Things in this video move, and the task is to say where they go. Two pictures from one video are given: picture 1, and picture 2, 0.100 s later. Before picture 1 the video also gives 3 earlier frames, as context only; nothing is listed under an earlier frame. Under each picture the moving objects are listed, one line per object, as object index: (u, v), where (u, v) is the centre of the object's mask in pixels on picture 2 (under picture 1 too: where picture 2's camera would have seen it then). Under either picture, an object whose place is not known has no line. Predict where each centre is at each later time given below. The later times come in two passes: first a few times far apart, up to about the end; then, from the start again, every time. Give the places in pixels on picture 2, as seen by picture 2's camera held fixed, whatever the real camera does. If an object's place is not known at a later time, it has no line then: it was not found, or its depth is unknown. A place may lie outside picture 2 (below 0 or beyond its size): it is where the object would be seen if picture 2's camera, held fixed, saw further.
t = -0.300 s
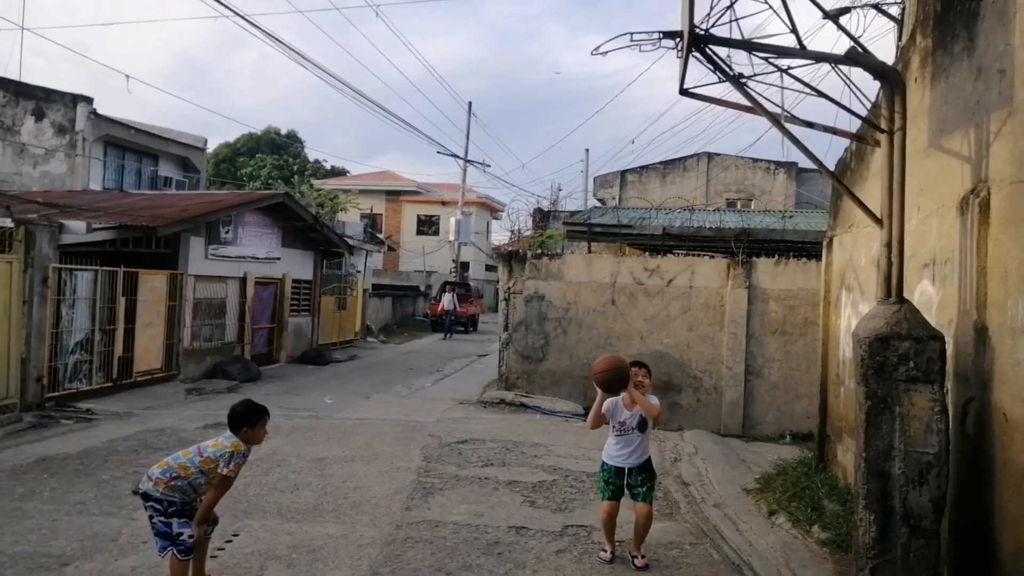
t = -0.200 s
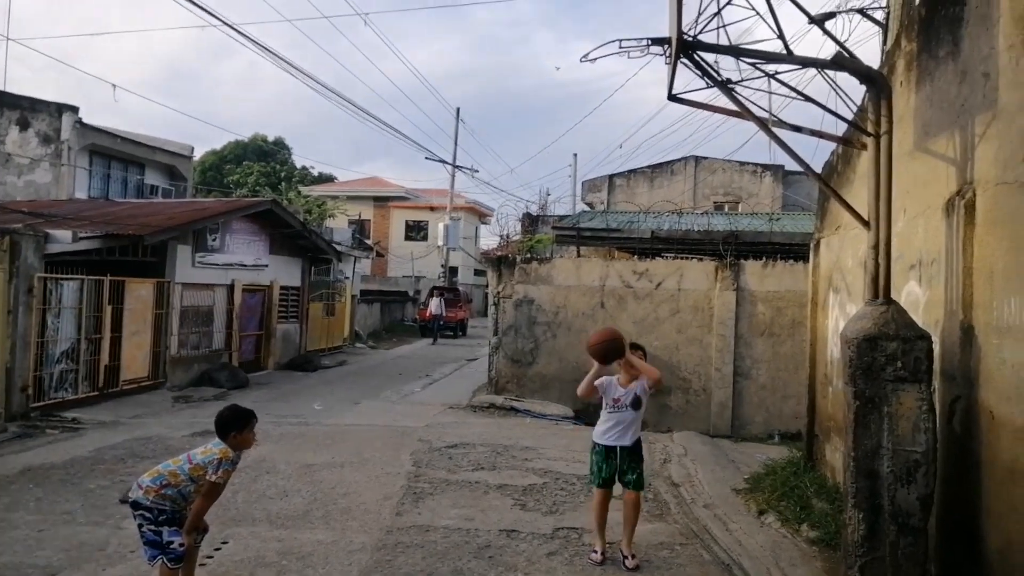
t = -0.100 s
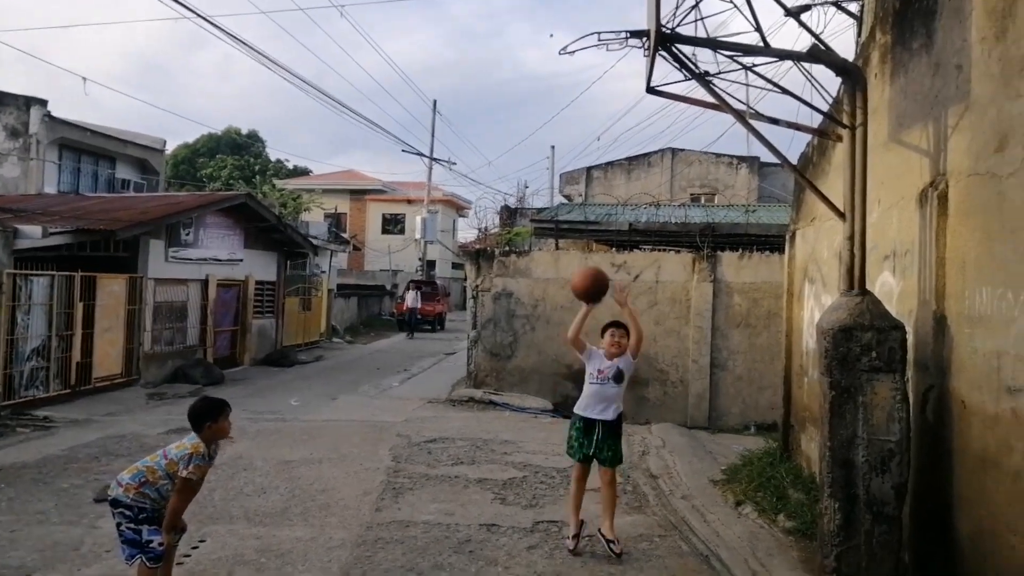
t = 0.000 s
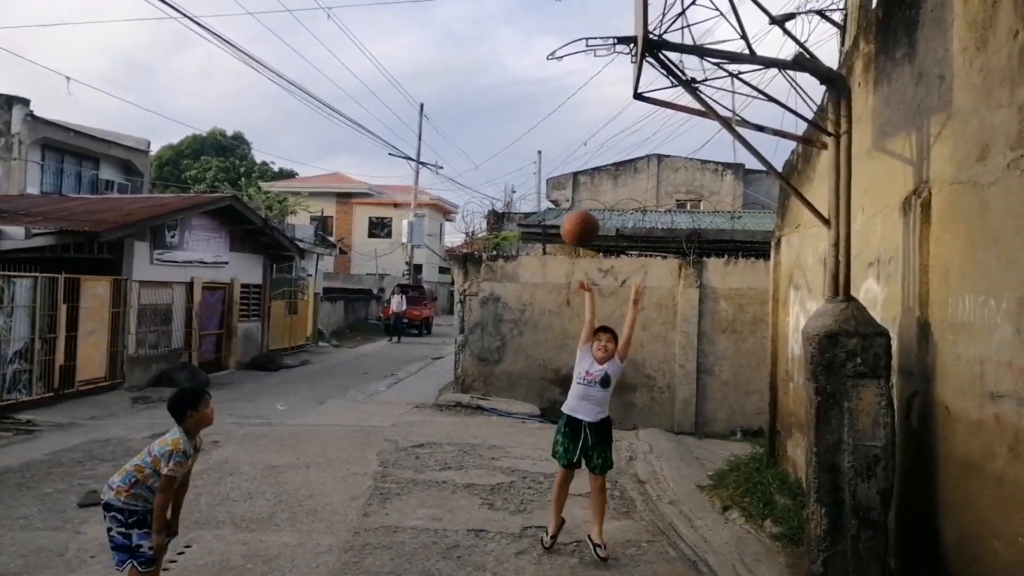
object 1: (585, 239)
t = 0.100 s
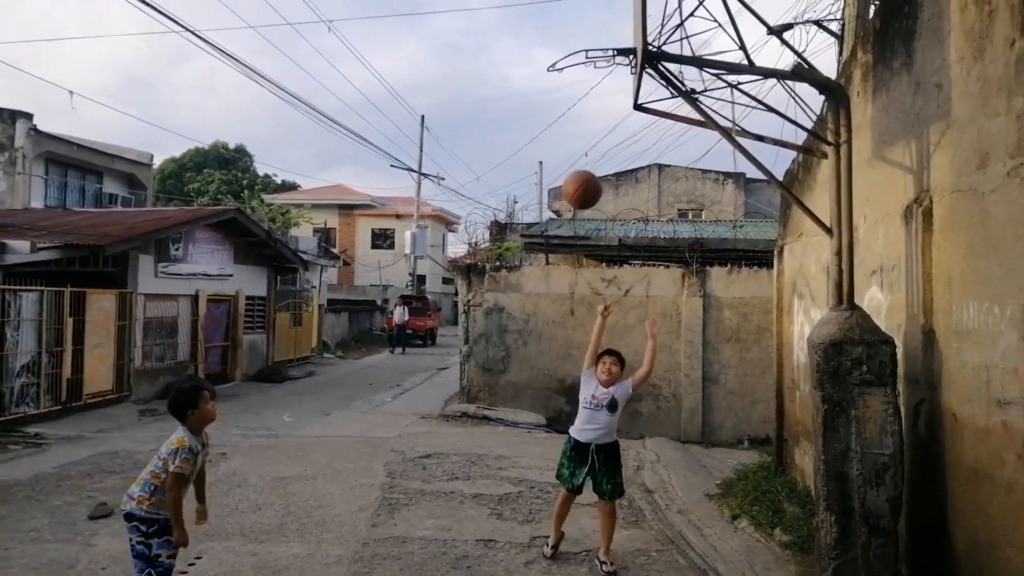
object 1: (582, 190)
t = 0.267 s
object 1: (585, 144)
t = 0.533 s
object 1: (579, 163)
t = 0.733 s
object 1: (573, 272)
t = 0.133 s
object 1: (581, 177)
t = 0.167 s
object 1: (584, 166)
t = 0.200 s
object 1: (585, 157)
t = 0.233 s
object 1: (585, 149)
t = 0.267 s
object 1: (585, 144)
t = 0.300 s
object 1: (584, 138)
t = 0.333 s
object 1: (583, 136)
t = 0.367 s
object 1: (583, 136)
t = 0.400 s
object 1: (581, 137)
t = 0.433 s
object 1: (582, 139)
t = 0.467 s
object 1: (582, 146)
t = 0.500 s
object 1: (582, 153)
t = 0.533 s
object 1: (579, 163)
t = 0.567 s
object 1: (578, 175)
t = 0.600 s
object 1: (577, 190)
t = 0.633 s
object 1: (577, 206)
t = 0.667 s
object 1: (575, 225)
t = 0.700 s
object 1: (574, 247)
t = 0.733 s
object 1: (573, 272)
